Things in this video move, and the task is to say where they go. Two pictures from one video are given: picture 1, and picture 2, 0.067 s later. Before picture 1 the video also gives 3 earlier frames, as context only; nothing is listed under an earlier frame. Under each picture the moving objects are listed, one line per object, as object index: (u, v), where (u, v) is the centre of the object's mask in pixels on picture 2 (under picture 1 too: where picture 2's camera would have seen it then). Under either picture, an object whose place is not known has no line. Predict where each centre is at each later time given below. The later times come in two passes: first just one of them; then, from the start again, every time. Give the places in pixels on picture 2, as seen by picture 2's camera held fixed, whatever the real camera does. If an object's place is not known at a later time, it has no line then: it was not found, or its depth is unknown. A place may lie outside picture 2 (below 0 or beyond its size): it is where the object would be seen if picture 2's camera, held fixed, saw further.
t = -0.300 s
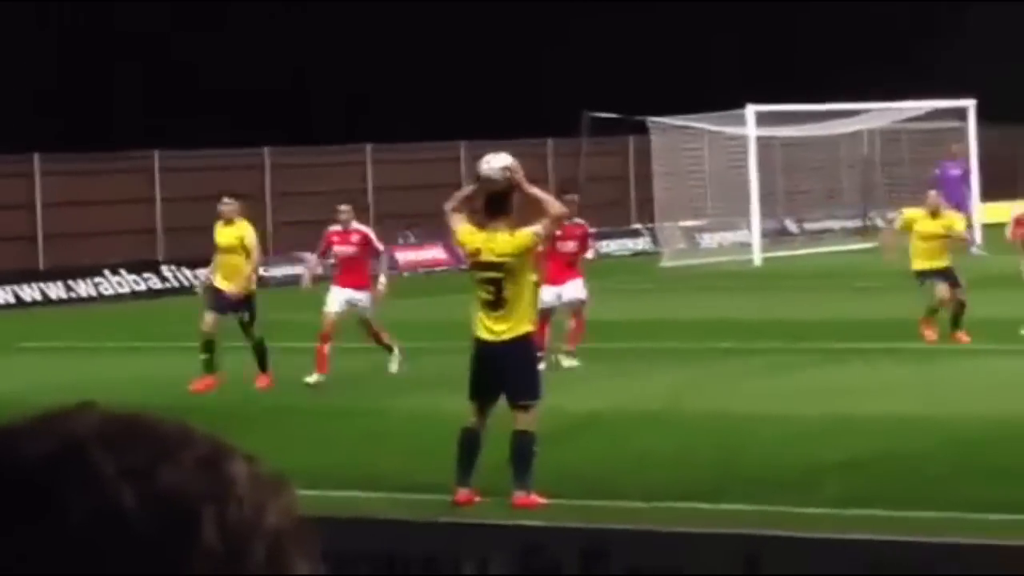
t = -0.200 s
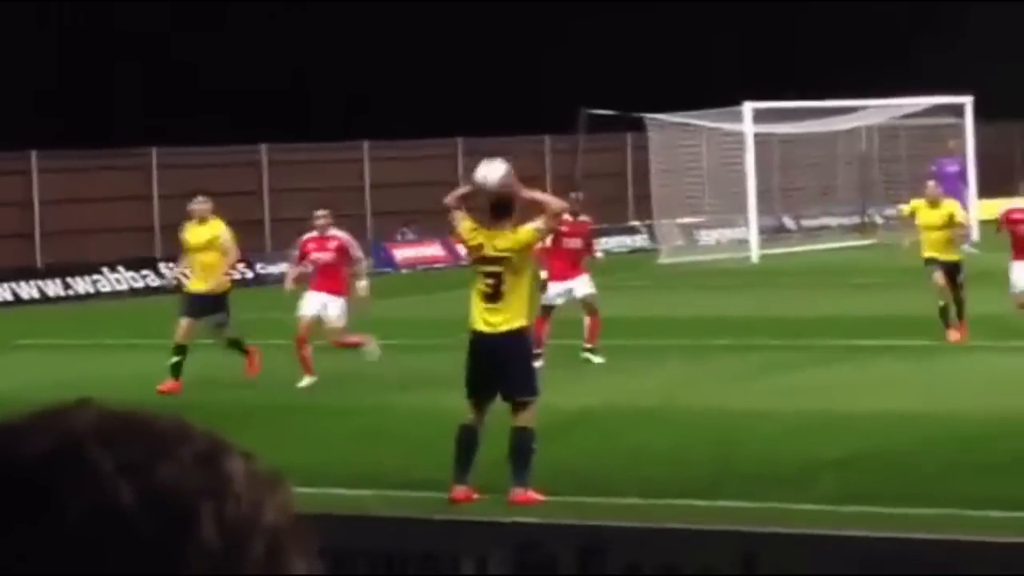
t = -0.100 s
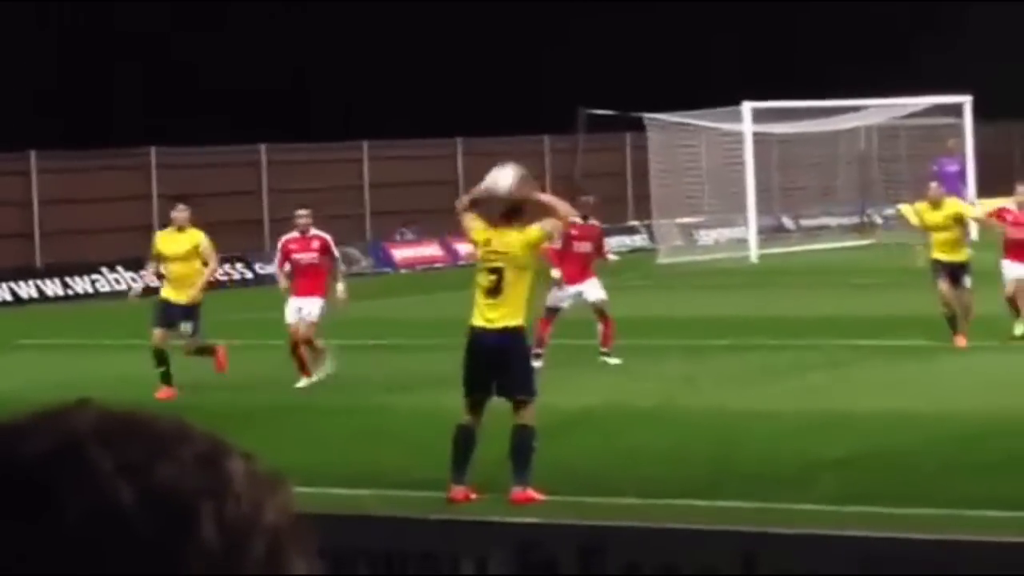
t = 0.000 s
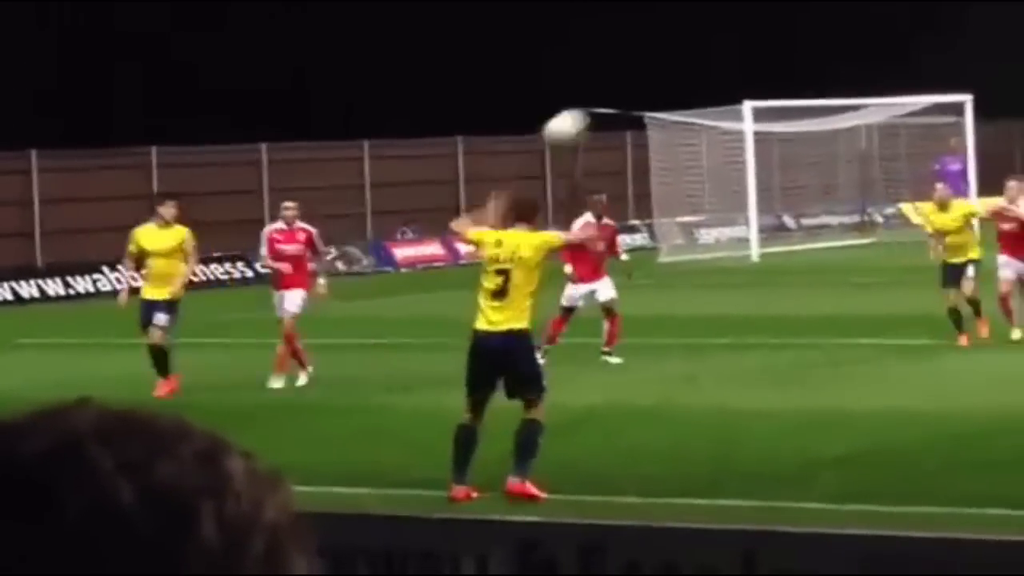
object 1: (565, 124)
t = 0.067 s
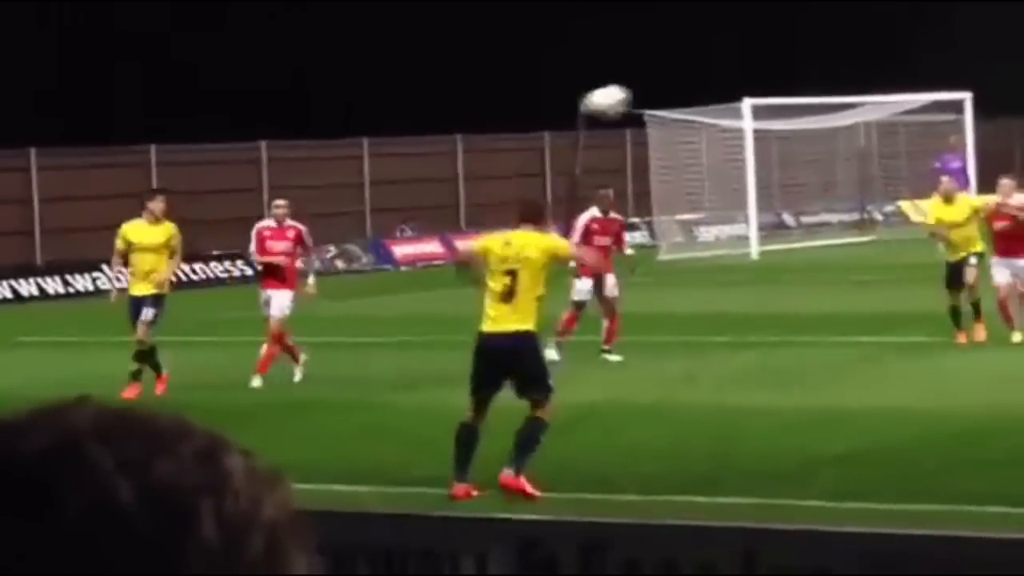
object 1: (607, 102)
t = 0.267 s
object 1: (716, 74)
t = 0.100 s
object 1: (627, 93)
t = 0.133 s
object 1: (646, 85)
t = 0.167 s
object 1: (665, 79)
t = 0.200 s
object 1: (684, 76)
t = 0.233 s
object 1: (700, 74)
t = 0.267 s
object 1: (716, 74)
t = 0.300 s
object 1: (734, 75)
